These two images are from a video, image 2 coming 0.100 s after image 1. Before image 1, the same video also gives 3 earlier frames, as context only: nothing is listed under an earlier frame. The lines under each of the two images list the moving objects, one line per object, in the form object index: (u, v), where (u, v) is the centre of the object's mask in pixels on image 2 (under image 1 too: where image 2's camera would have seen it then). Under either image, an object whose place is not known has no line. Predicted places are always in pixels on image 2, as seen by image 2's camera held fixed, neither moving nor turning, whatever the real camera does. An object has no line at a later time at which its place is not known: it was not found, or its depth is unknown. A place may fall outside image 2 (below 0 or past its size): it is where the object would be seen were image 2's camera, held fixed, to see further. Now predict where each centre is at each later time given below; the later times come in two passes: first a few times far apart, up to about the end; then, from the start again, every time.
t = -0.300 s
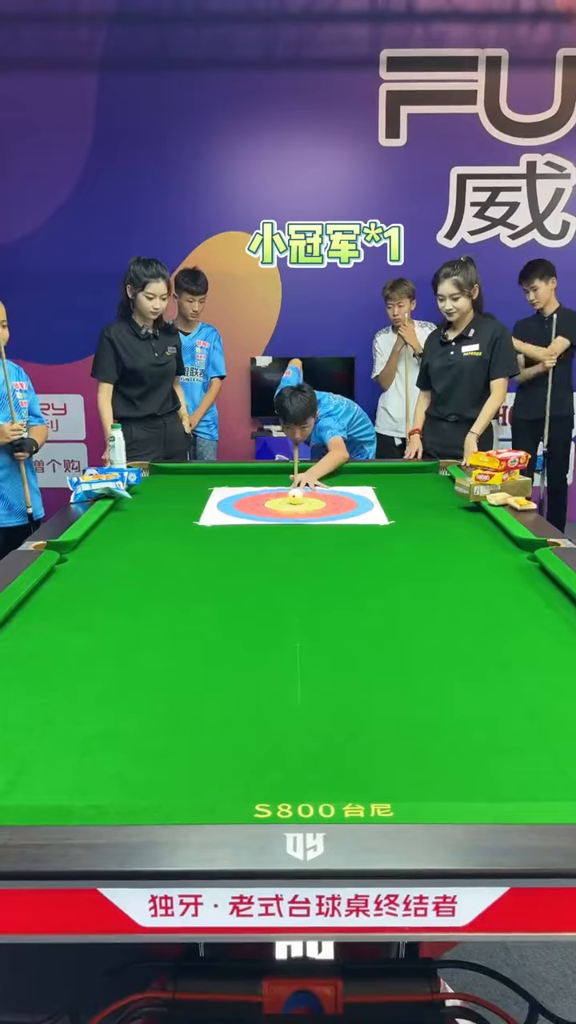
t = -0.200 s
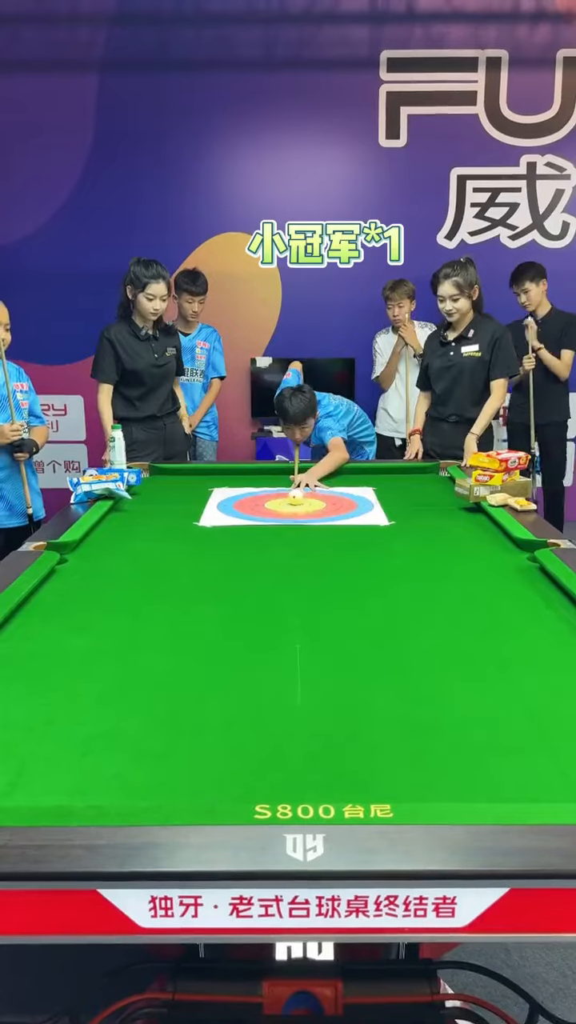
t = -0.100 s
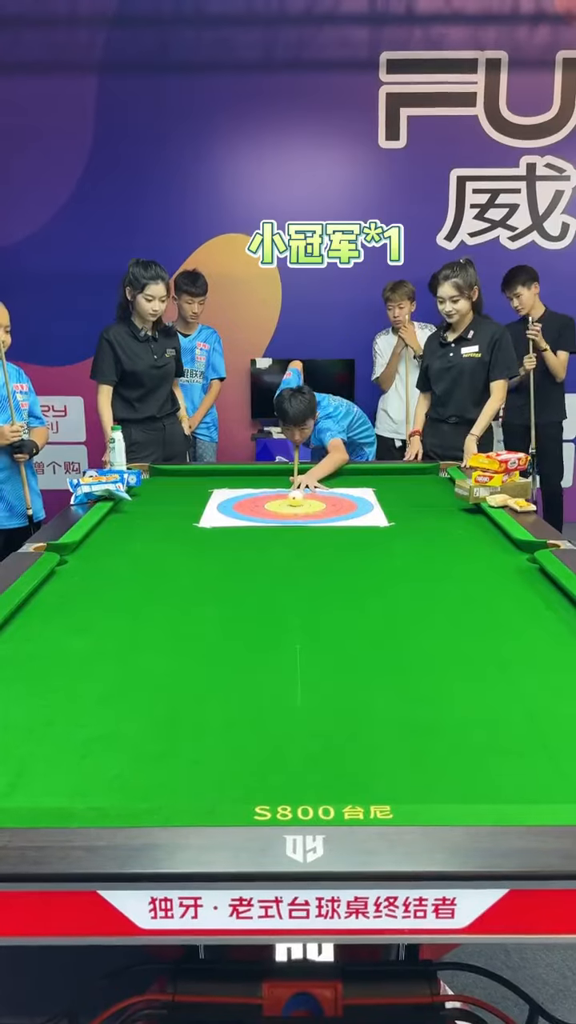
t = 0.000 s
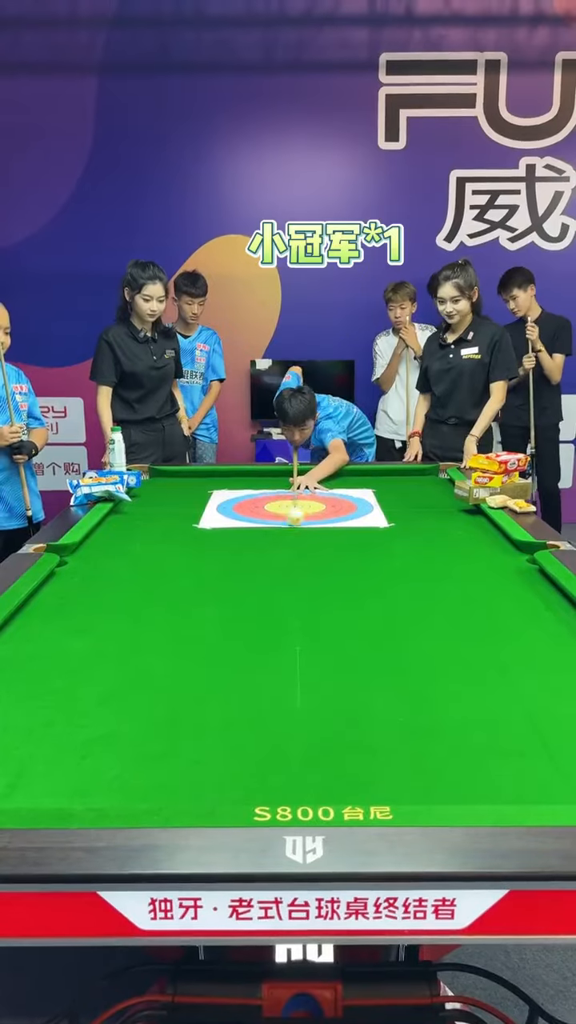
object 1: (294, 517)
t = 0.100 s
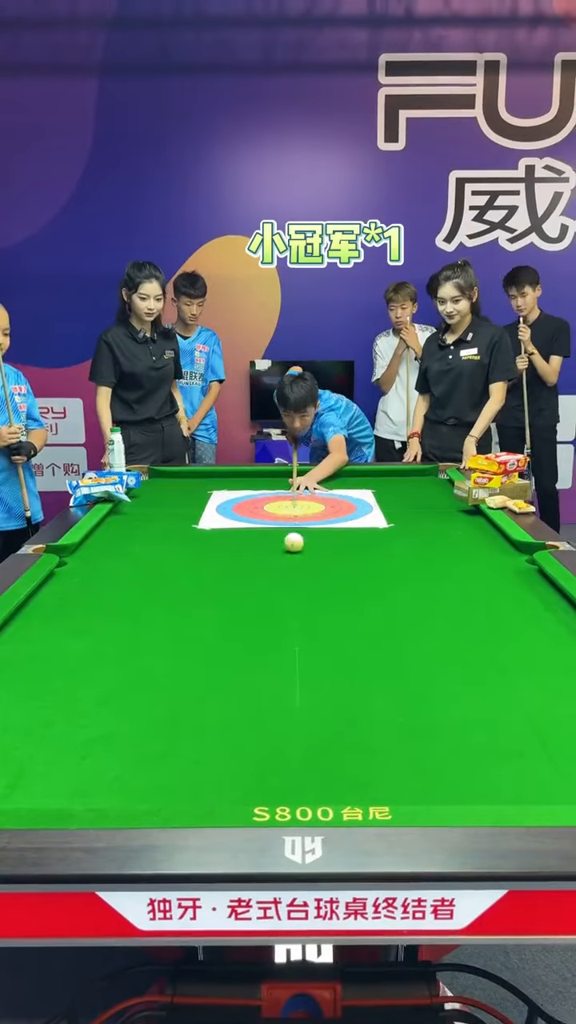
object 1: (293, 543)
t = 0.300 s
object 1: (292, 613)
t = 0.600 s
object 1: (289, 770)
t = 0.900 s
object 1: (286, 645)
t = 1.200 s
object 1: (284, 584)
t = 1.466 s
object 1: (283, 551)
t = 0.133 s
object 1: (293, 552)
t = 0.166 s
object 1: (293, 563)
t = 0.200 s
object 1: (293, 574)
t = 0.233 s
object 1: (293, 586)
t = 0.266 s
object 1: (292, 598)
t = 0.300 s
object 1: (292, 613)
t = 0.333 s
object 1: (292, 629)
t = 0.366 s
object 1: (292, 646)
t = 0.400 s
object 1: (291, 665)
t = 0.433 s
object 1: (291, 687)
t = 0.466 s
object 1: (290, 714)
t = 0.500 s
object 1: (290, 742)
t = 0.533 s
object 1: (289, 774)
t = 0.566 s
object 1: (289, 791)
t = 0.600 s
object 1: (289, 770)
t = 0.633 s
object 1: (289, 750)
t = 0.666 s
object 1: (288, 733)
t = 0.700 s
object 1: (288, 717)
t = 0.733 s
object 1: (288, 702)
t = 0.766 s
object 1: (287, 689)
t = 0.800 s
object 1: (287, 676)
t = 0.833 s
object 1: (287, 665)
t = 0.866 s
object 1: (286, 655)
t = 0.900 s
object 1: (286, 645)
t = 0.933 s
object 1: (286, 636)
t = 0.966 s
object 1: (285, 628)
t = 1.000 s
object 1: (285, 620)
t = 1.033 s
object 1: (285, 613)
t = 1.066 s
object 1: (284, 607)
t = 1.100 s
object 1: (284, 600)
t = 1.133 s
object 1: (284, 594)
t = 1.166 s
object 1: (284, 589)
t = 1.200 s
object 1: (284, 584)
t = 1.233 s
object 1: (284, 579)
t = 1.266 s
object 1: (284, 574)
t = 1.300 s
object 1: (283, 570)
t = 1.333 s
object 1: (283, 565)
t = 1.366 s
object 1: (283, 562)
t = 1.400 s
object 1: (283, 558)
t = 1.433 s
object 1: (283, 554)
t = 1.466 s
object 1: (283, 551)
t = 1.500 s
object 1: (283, 548)
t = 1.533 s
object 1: (283, 545)
